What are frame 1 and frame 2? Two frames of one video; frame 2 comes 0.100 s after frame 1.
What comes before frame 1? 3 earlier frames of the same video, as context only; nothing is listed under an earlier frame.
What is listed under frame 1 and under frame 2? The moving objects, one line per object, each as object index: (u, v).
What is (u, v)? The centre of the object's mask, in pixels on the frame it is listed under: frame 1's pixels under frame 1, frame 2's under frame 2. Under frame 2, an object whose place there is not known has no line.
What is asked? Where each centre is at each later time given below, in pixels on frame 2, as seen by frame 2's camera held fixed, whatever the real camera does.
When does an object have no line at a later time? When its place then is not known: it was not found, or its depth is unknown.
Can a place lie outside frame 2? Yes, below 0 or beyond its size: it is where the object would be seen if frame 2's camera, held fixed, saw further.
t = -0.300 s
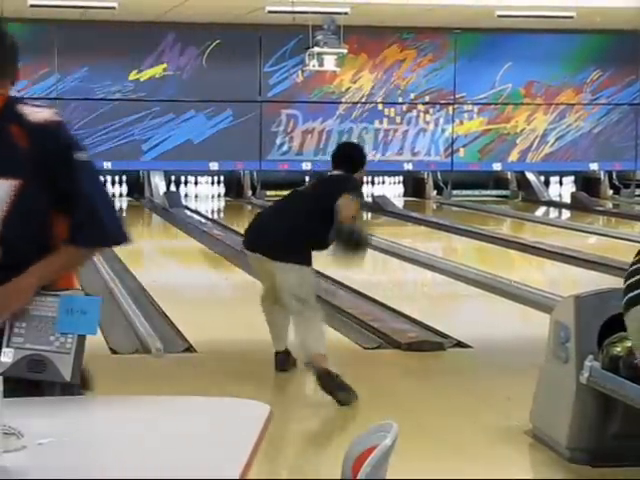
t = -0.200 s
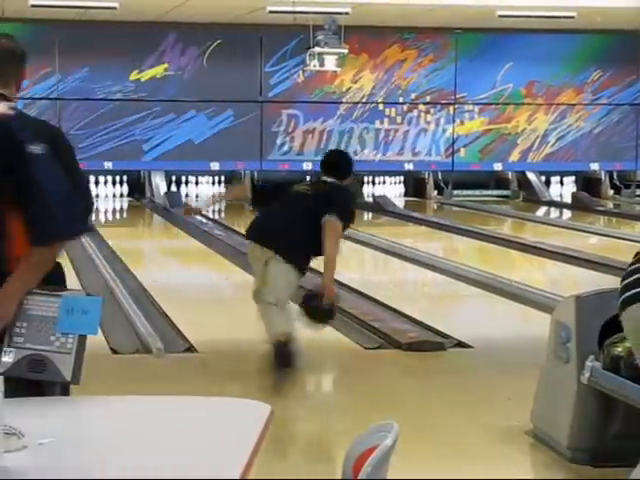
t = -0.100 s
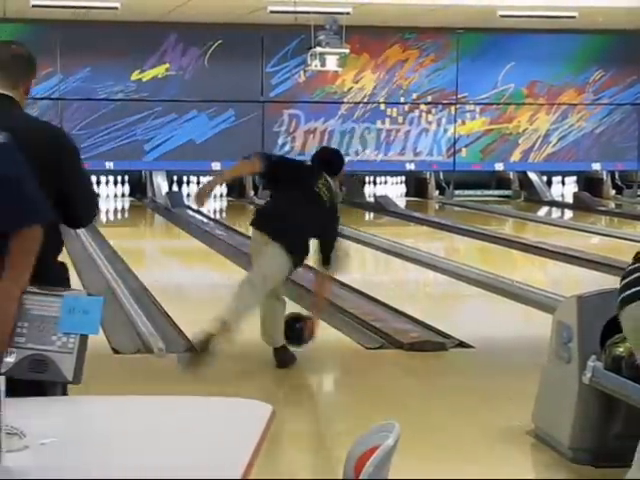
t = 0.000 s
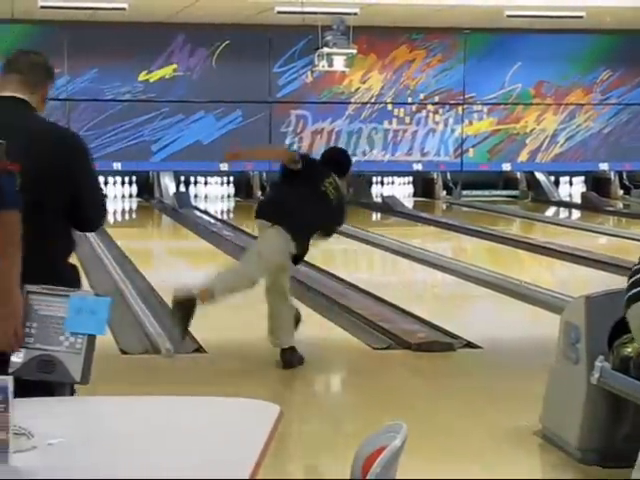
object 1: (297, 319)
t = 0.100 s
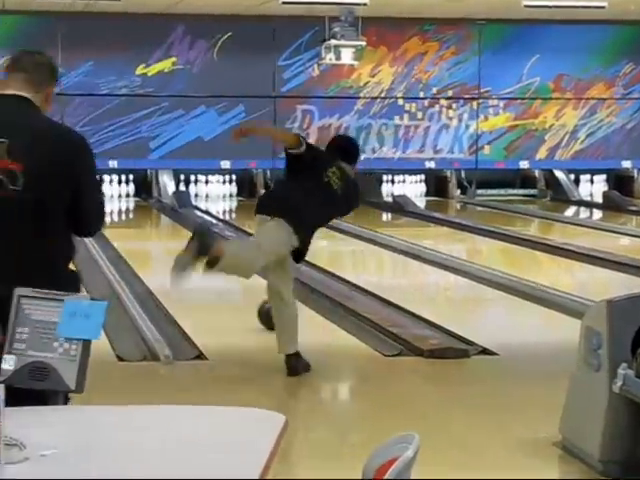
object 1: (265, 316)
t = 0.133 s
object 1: (262, 311)
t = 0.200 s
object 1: (255, 301)
